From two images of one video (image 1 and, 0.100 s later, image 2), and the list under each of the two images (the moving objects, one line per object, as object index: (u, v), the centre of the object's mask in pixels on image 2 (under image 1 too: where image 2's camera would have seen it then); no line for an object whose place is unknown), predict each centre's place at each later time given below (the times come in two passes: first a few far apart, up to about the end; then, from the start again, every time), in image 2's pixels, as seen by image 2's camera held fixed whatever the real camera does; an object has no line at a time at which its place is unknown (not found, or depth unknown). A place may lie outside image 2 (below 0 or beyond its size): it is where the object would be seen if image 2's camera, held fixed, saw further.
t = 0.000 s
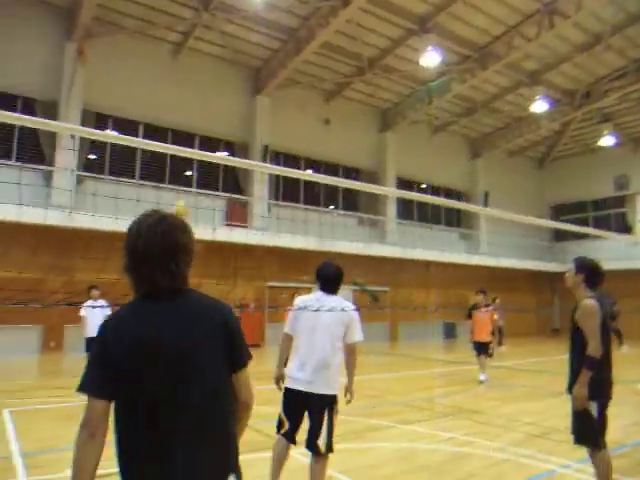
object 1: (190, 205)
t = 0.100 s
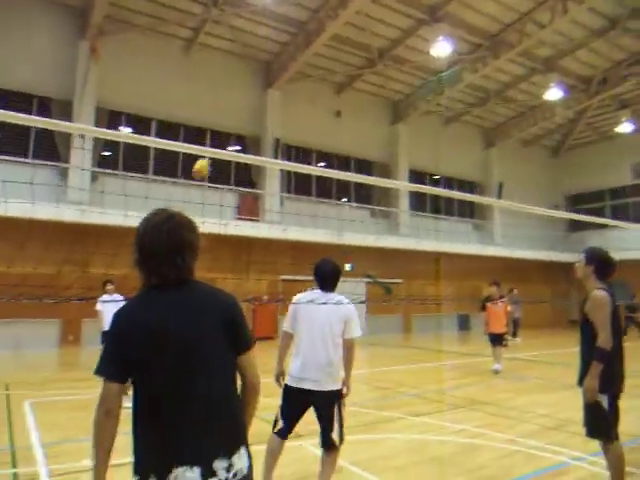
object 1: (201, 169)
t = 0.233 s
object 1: (212, 128)
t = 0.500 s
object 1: (236, 86)
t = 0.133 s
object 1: (203, 161)
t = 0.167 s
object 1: (208, 142)
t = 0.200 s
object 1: (210, 136)
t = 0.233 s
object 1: (212, 128)
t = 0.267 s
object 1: (215, 119)
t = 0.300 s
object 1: (218, 112)
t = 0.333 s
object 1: (222, 105)
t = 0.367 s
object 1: (225, 99)
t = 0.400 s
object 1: (227, 95)
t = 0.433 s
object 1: (230, 92)
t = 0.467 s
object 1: (233, 88)
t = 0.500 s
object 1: (236, 86)
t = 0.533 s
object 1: (240, 85)
